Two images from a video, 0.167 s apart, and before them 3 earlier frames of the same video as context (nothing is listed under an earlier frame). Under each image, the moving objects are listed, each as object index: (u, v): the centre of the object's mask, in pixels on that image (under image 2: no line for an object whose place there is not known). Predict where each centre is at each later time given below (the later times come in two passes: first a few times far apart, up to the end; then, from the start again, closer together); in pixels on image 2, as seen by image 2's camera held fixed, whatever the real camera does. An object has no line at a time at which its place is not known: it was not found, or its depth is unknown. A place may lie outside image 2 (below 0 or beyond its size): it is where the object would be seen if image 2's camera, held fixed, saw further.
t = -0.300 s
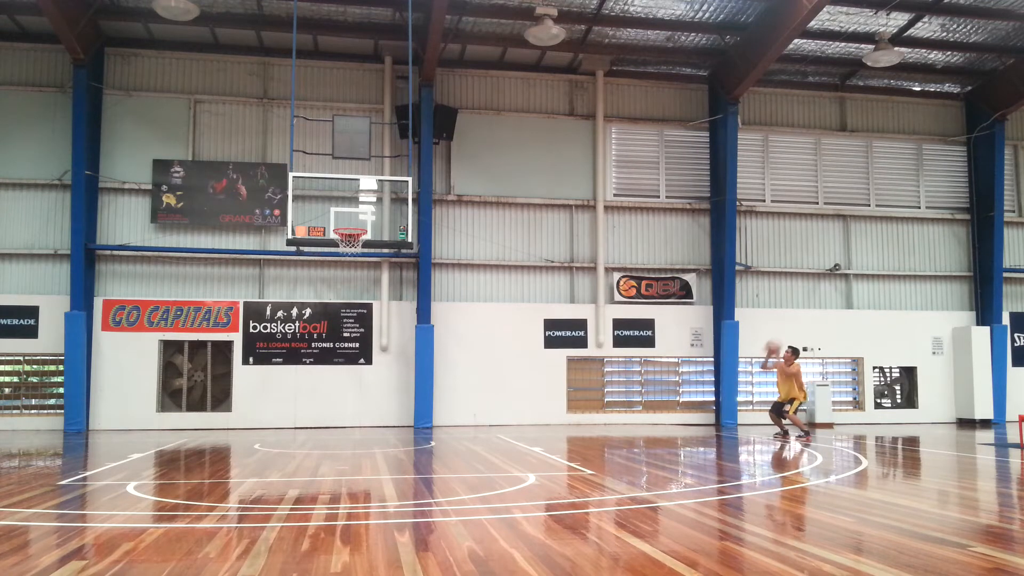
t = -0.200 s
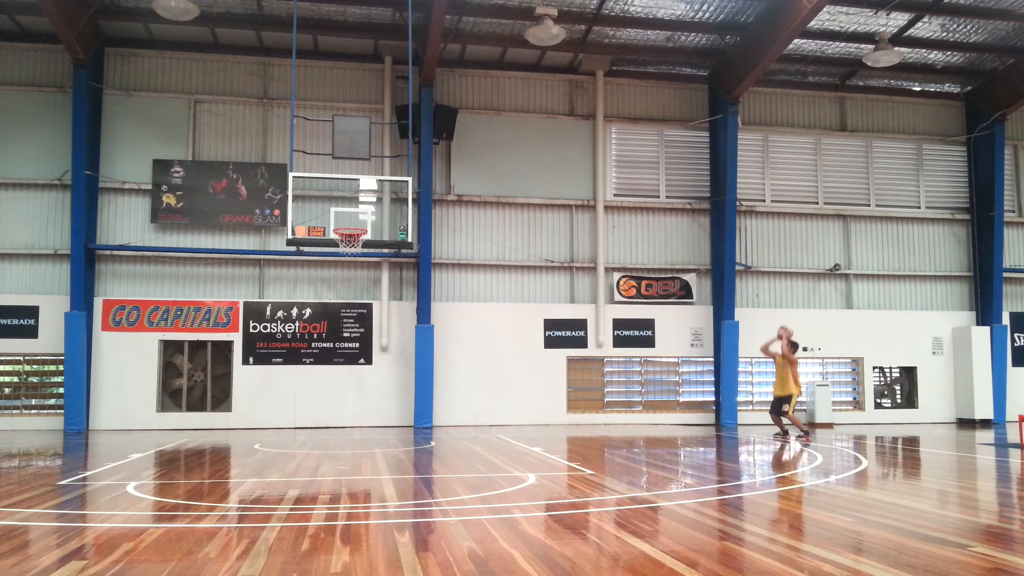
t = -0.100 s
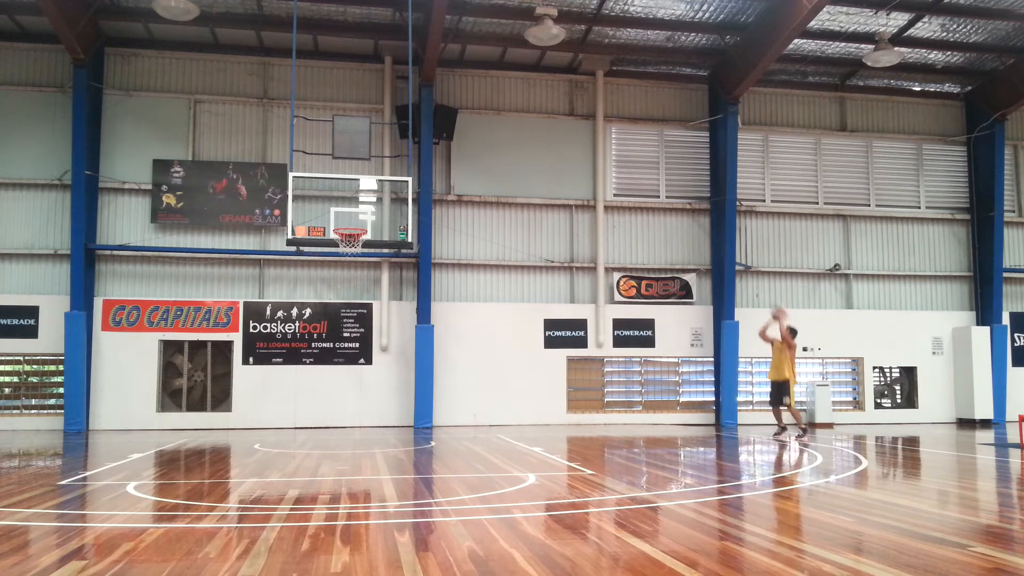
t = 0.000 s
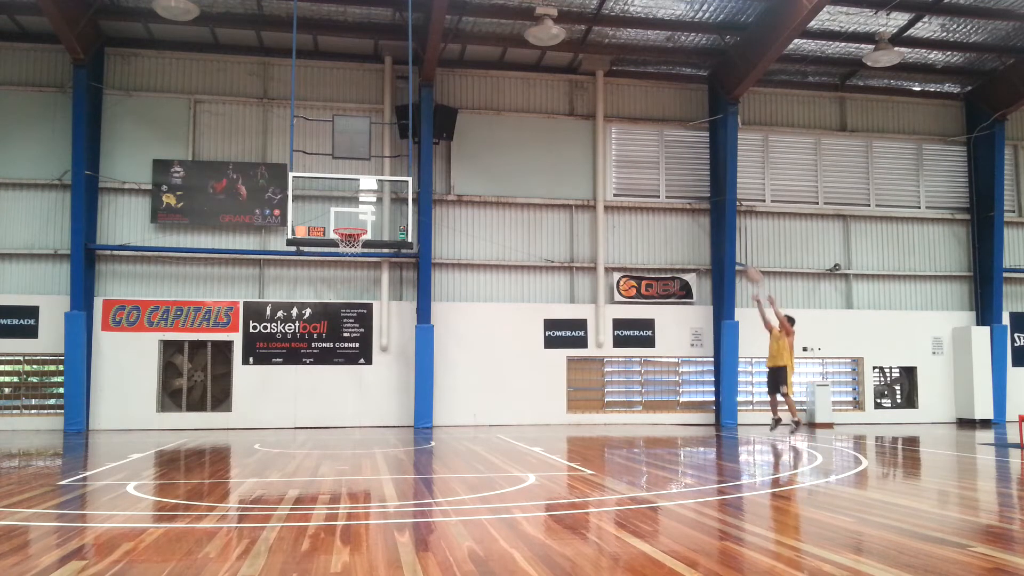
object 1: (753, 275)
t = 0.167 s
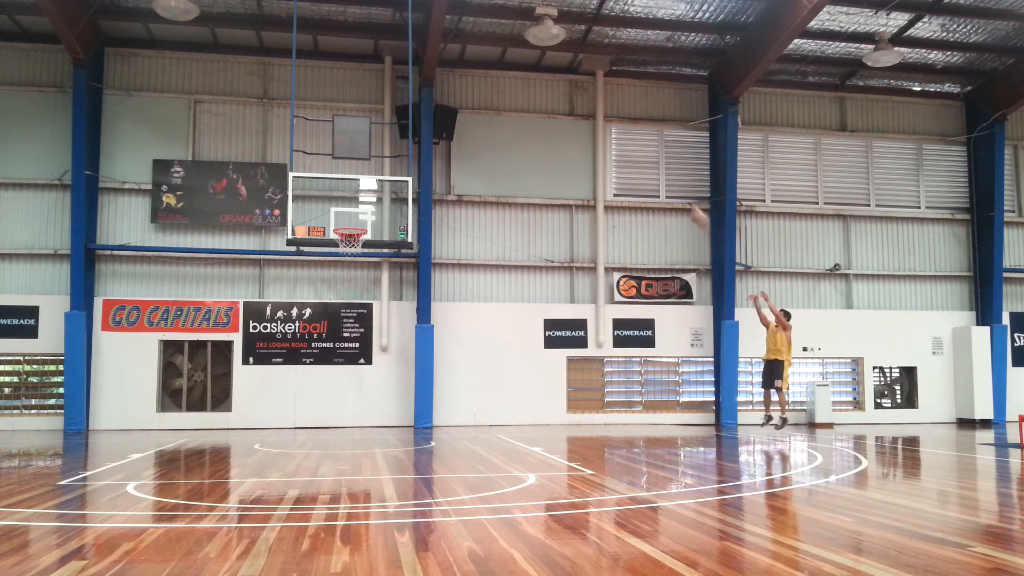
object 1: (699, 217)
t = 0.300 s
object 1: (654, 183)
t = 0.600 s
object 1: (553, 141)
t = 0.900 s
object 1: (450, 155)
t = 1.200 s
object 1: (343, 230)
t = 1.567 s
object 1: (398, 316)
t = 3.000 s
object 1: (618, 409)
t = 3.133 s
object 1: (636, 424)
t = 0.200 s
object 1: (689, 206)
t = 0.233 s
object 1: (676, 197)
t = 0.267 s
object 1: (666, 190)
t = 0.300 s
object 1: (654, 183)
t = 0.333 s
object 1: (642, 175)
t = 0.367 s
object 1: (631, 168)
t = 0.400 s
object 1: (621, 162)
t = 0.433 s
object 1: (610, 157)
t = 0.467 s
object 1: (597, 152)
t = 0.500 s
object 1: (587, 148)
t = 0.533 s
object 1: (577, 146)
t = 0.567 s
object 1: (564, 142)
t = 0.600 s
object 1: (553, 141)
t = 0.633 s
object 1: (542, 140)
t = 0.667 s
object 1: (530, 139)
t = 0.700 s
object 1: (519, 139)
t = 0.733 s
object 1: (507, 139)
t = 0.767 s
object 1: (497, 142)
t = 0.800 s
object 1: (484, 144)
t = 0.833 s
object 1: (473, 147)
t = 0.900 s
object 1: (450, 155)
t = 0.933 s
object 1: (439, 160)
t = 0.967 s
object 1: (426, 167)
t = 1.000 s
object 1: (417, 172)
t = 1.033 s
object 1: (403, 180)
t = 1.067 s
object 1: (391, 190)
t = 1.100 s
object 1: (381, 198)
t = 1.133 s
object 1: (367, 210)
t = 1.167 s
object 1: (356, 220)
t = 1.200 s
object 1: (343, 230)
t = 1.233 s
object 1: (346, 237)
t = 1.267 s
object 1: (351, 245)
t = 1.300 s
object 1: (357, 249)
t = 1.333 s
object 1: (363, 255)
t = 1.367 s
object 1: (368, 261)
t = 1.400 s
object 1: (373, 268)
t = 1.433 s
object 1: (377, 275)
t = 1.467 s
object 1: (383, 286)
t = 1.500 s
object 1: (388, 294)
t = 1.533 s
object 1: (393, 304)
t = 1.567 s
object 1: (398, 316)
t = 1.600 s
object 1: (403, 329)
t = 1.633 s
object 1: (410, 344)
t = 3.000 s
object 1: (618, 409)
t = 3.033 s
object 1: (622, 423)
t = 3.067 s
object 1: (627, 438)
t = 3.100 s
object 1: (632, 435)
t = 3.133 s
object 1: (636, 424)
